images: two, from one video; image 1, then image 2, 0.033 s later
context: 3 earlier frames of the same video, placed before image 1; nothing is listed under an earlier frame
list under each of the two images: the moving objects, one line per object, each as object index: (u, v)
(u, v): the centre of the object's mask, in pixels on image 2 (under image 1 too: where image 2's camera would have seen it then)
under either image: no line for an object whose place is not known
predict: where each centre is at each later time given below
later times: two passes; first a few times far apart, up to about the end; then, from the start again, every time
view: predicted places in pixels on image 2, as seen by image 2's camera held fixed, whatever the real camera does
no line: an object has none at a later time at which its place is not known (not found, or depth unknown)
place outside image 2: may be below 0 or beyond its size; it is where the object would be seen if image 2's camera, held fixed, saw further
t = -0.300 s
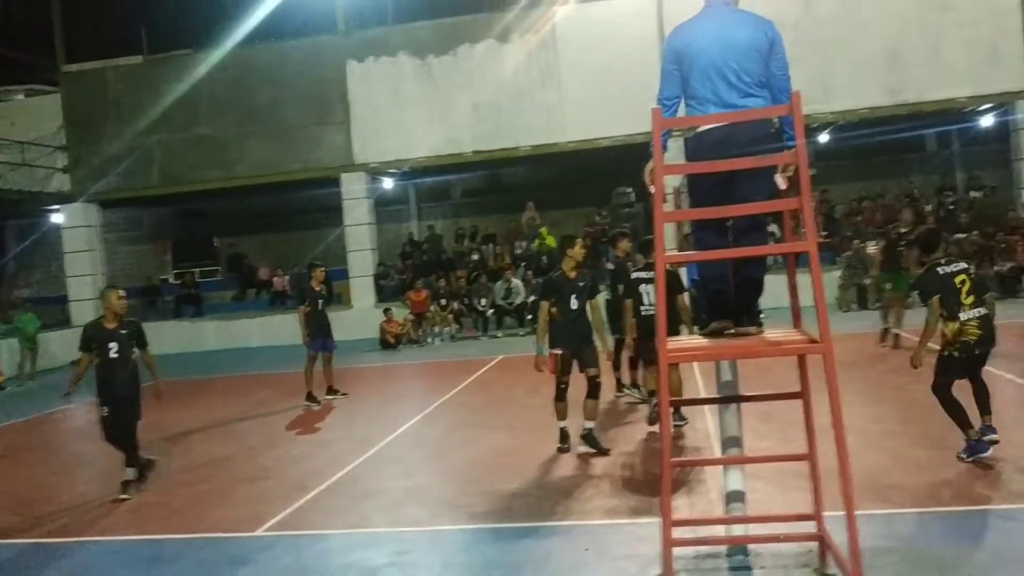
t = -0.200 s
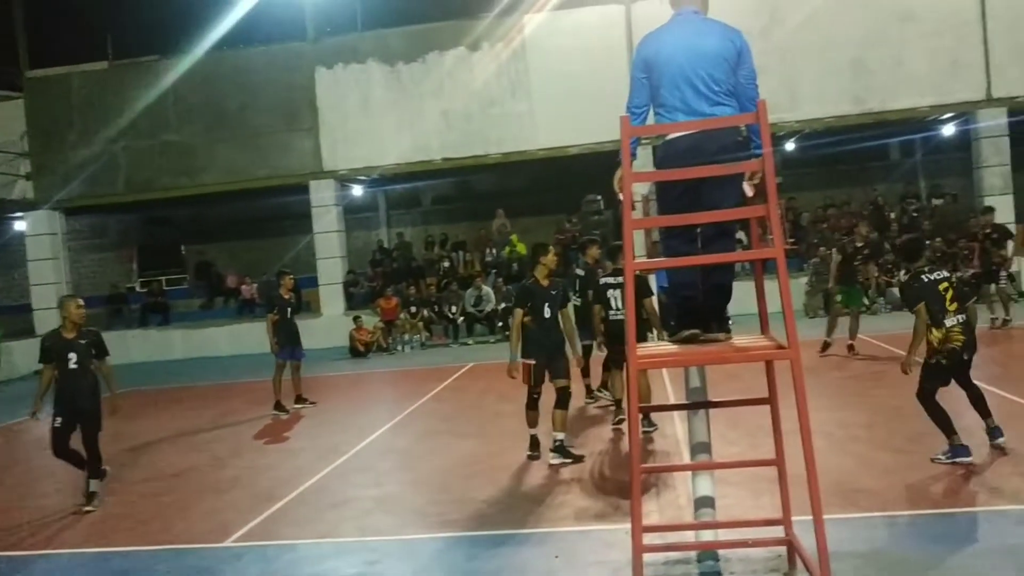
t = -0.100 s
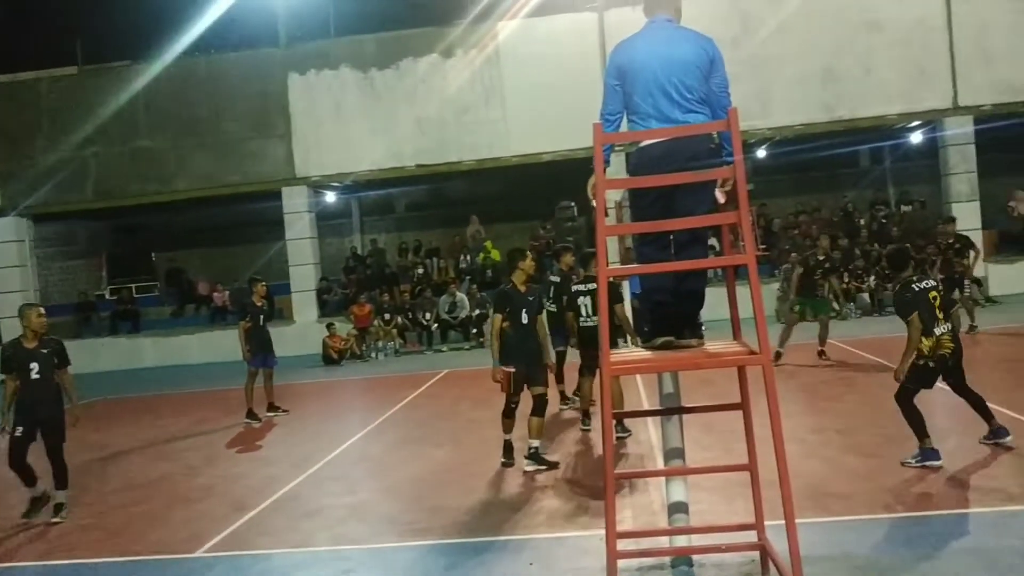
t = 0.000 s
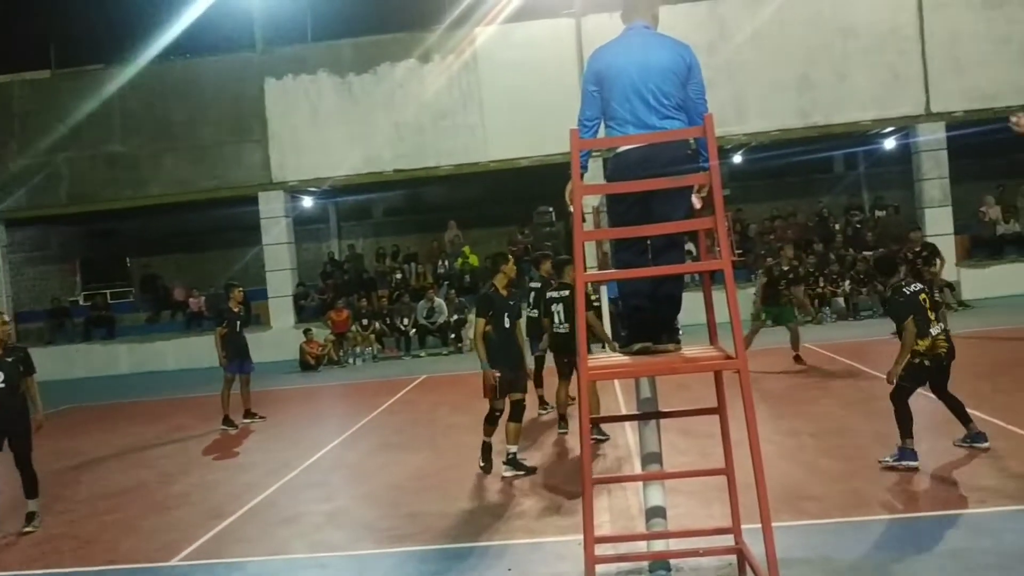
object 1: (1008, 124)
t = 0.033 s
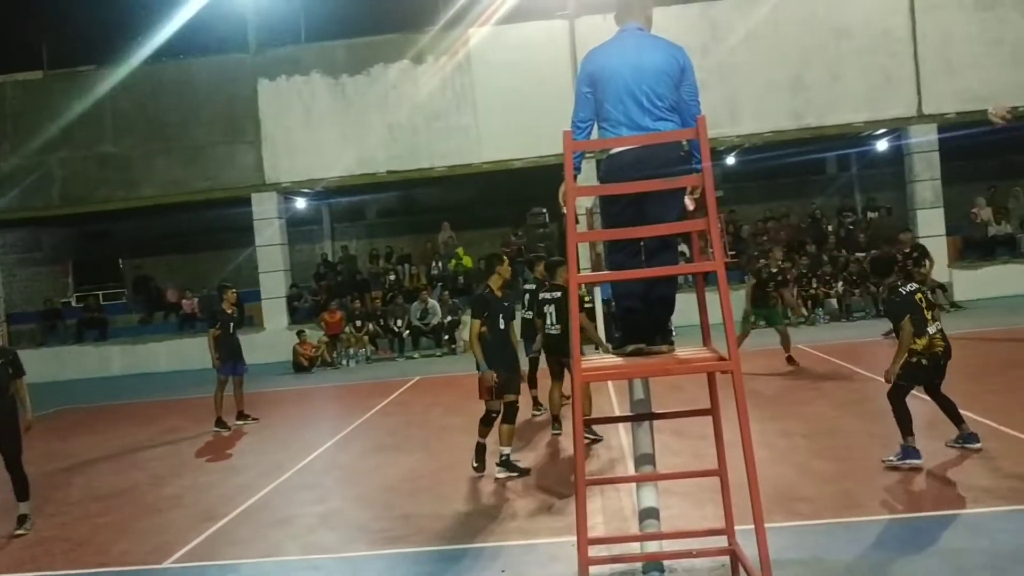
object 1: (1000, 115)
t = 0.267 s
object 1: (916, 76)
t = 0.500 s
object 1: (844, 85)
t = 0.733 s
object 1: (779, 139)
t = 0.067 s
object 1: (988, 105)
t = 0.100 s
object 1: (976, 99)
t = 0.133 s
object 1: (963, 92)
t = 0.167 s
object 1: (950, 86)
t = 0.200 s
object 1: (940, 81)
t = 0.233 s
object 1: (928, 78)
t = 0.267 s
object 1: (916, 76)
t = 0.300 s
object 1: (906, 74)
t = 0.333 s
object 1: (895, 73)
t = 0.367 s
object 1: (883, 74)
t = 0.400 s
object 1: (873, 75)
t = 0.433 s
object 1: (863, 78)
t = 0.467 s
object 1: (853, 81)
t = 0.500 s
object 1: (844, 85)
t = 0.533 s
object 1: (834, 90)
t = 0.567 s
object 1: (824, 96)
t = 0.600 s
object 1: (814, 103)
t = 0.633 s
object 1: (806, 111)
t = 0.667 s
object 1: (797, 119)
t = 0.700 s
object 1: (789, 128)
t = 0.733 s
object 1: (779, 139)
